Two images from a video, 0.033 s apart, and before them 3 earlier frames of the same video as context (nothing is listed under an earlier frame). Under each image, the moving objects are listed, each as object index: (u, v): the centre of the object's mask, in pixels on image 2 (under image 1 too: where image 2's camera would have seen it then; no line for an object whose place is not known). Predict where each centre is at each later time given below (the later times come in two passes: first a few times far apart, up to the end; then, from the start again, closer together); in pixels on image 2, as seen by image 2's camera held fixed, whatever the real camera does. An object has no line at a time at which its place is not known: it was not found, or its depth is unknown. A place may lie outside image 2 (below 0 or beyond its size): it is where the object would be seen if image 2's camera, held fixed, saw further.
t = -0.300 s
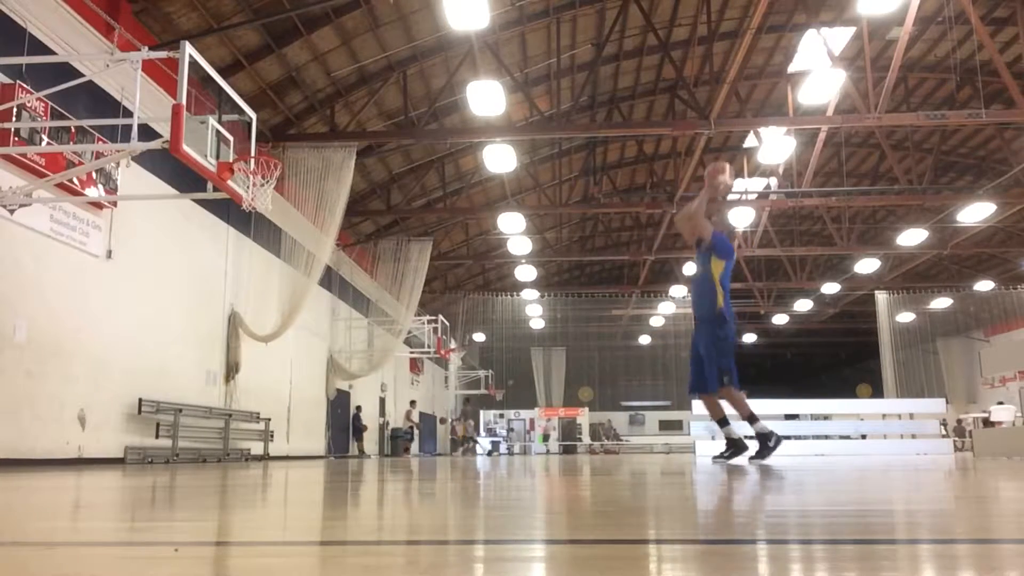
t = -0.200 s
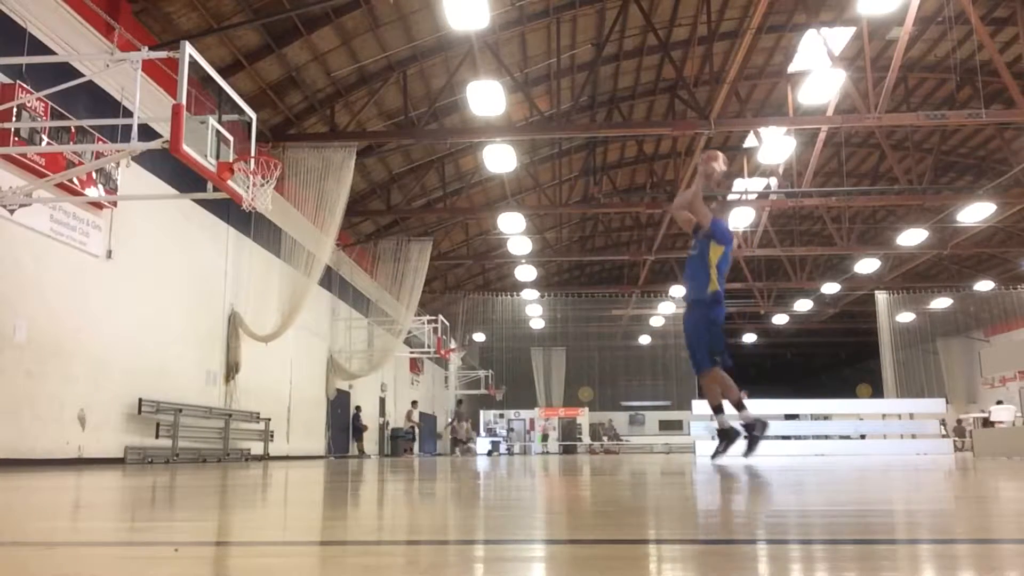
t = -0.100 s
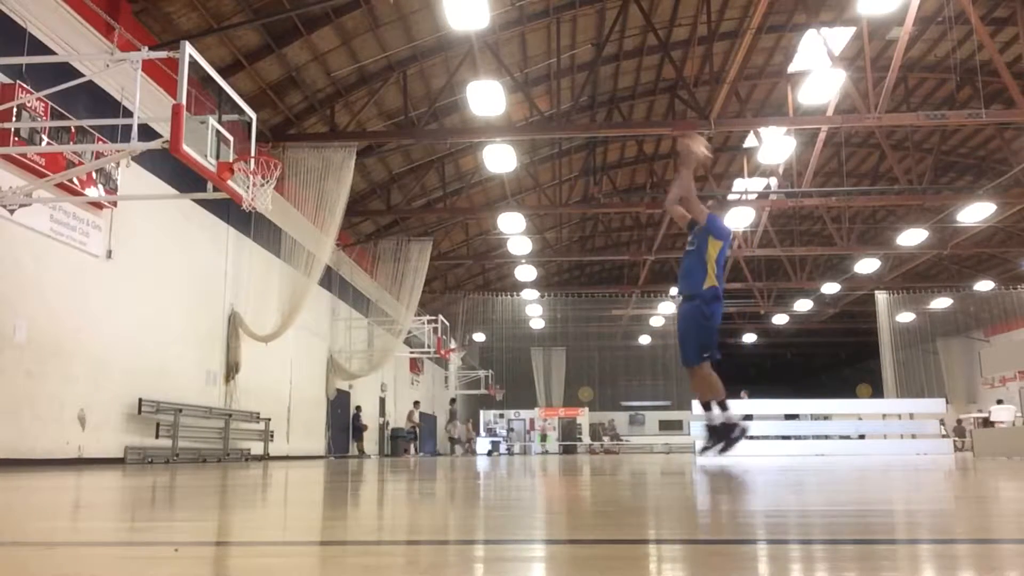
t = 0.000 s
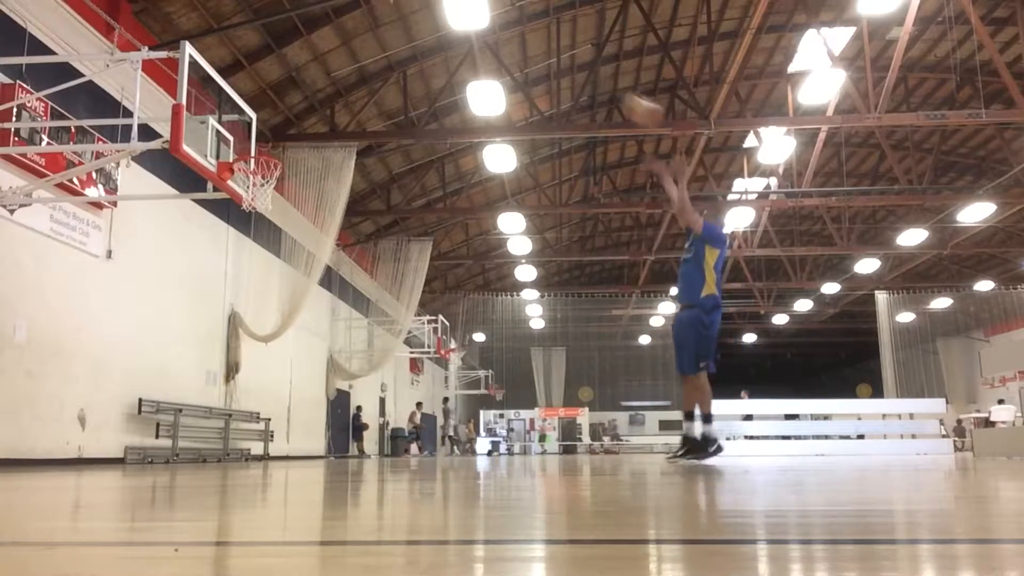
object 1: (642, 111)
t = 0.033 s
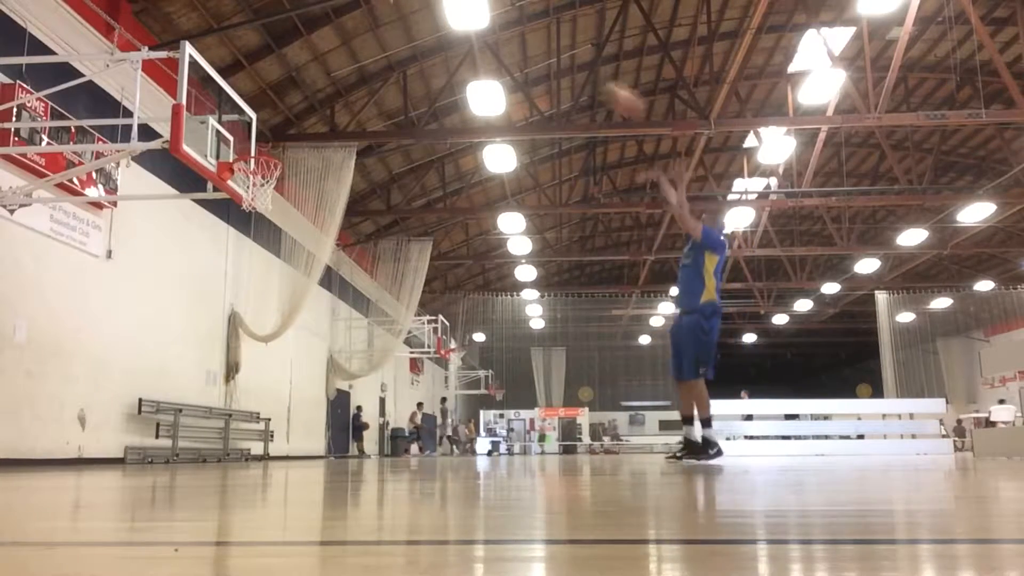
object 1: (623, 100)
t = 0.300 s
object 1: (484, 57)
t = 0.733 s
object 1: (298, 125)
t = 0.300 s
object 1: (484, 57)
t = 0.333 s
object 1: (468, 55)
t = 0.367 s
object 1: (455, 55)
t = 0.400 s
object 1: (439, 58)
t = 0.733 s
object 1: (298, 125)
